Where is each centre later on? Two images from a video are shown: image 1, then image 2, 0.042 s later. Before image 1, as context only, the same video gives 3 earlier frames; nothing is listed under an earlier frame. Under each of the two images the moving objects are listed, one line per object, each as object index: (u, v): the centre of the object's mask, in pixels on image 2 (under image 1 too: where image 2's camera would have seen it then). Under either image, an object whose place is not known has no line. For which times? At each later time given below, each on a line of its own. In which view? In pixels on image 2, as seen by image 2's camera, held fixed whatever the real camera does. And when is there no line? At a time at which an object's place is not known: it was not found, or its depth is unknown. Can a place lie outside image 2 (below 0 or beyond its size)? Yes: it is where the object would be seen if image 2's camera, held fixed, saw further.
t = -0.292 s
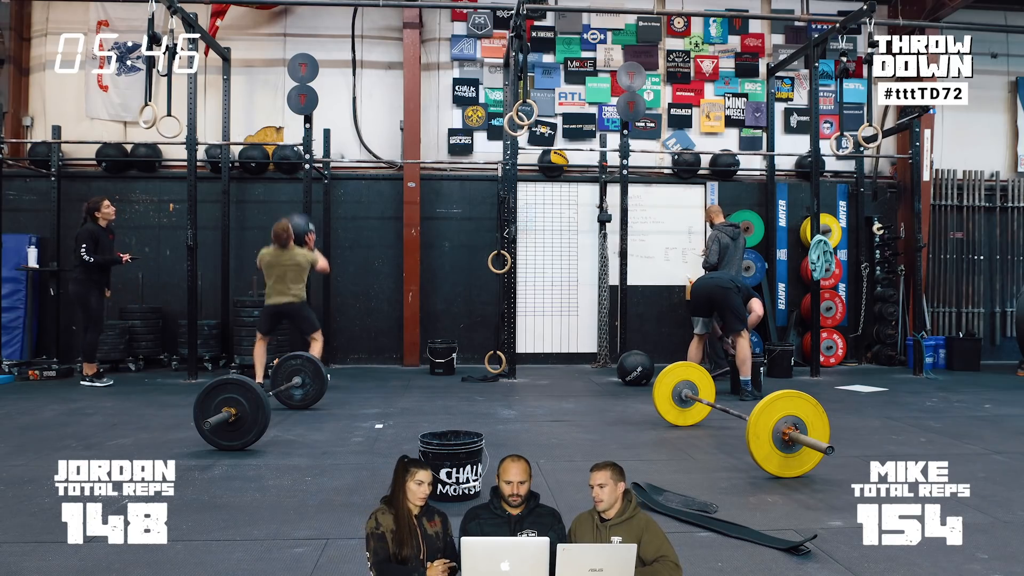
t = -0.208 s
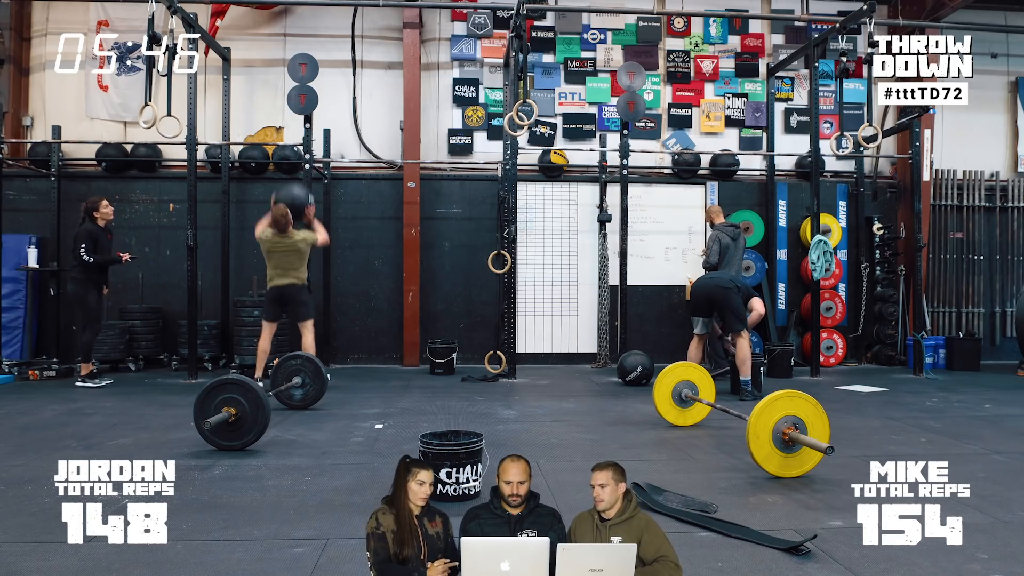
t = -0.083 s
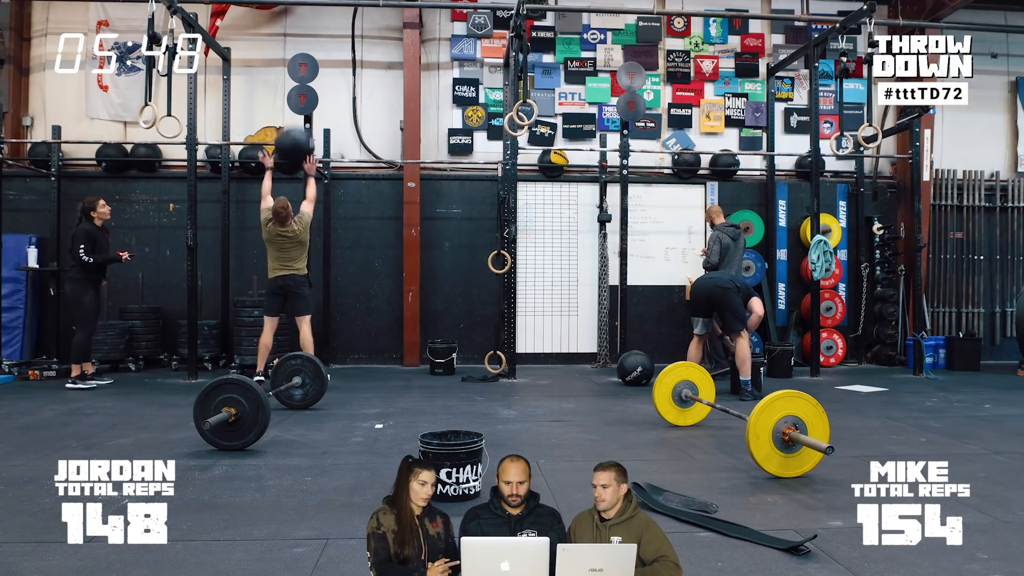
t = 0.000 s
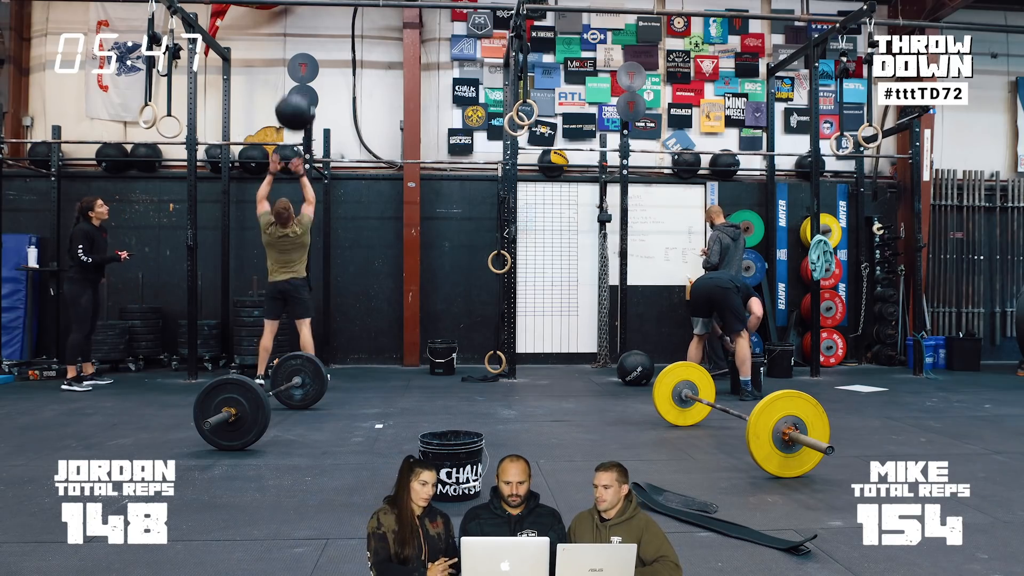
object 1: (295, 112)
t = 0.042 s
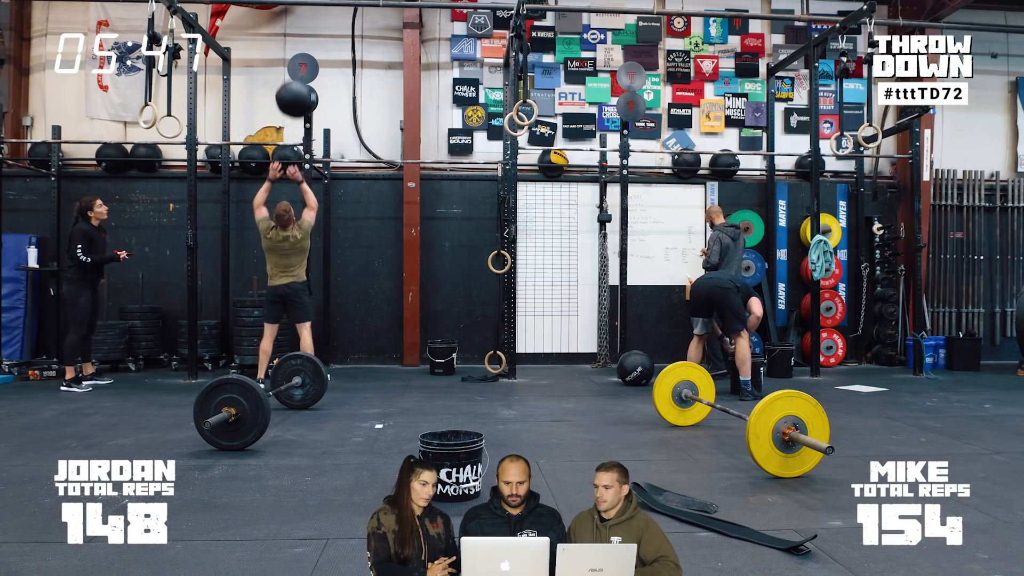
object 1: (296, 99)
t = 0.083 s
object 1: (295, 87)
